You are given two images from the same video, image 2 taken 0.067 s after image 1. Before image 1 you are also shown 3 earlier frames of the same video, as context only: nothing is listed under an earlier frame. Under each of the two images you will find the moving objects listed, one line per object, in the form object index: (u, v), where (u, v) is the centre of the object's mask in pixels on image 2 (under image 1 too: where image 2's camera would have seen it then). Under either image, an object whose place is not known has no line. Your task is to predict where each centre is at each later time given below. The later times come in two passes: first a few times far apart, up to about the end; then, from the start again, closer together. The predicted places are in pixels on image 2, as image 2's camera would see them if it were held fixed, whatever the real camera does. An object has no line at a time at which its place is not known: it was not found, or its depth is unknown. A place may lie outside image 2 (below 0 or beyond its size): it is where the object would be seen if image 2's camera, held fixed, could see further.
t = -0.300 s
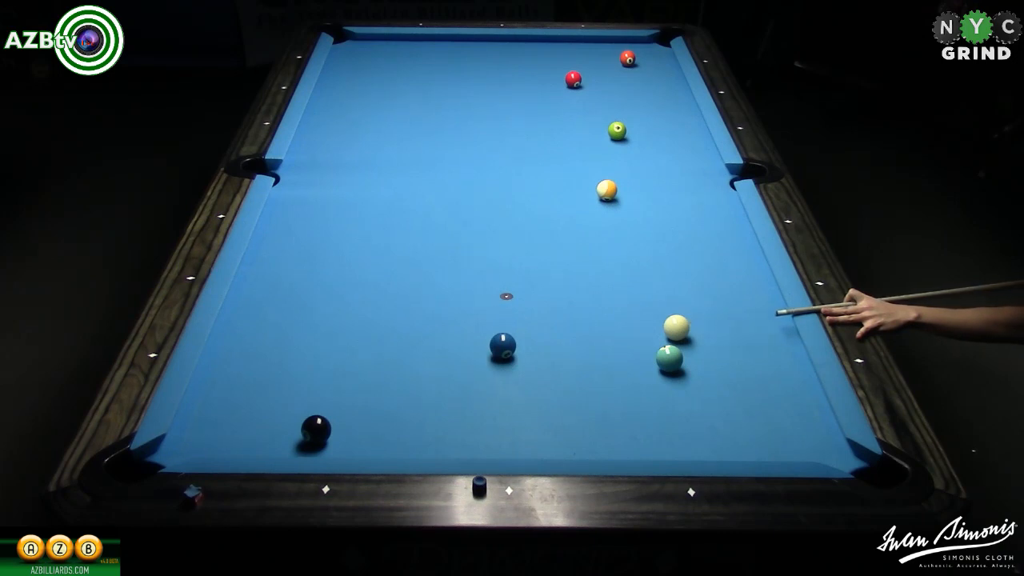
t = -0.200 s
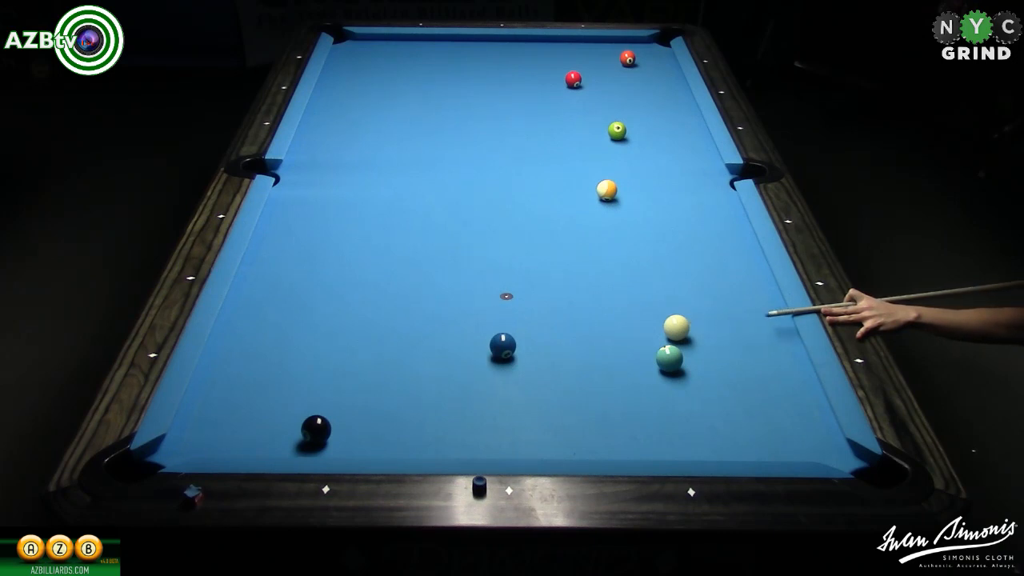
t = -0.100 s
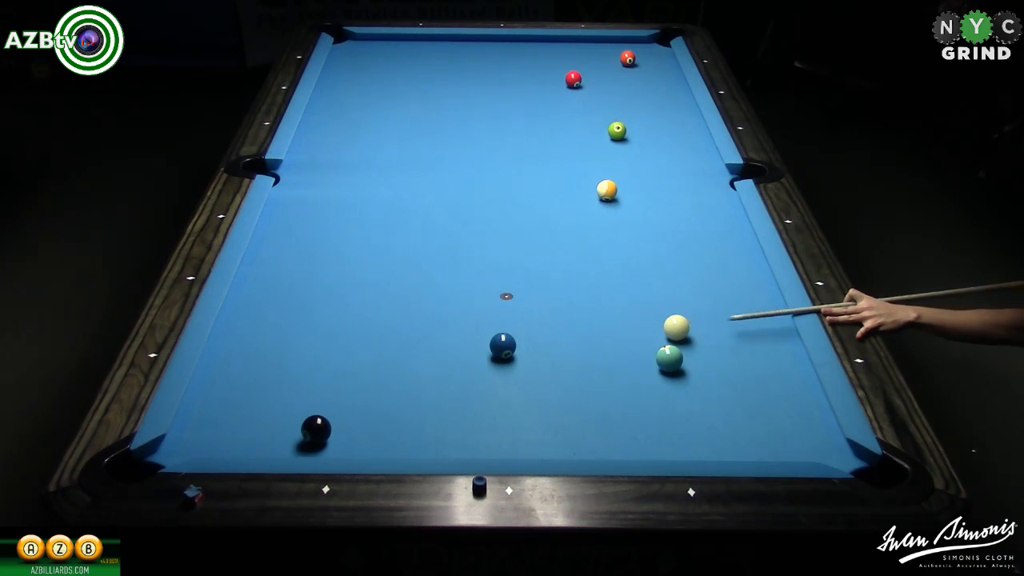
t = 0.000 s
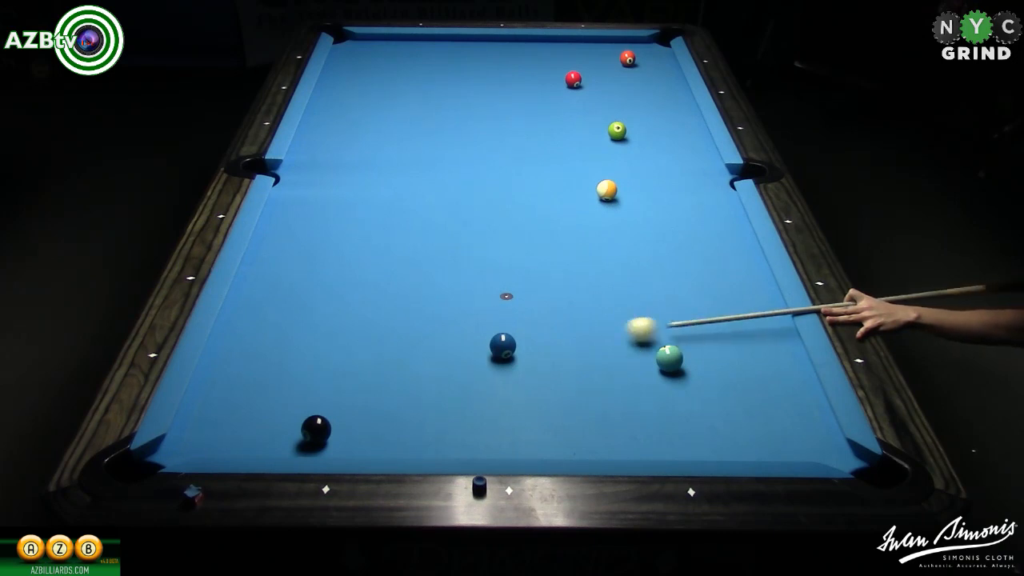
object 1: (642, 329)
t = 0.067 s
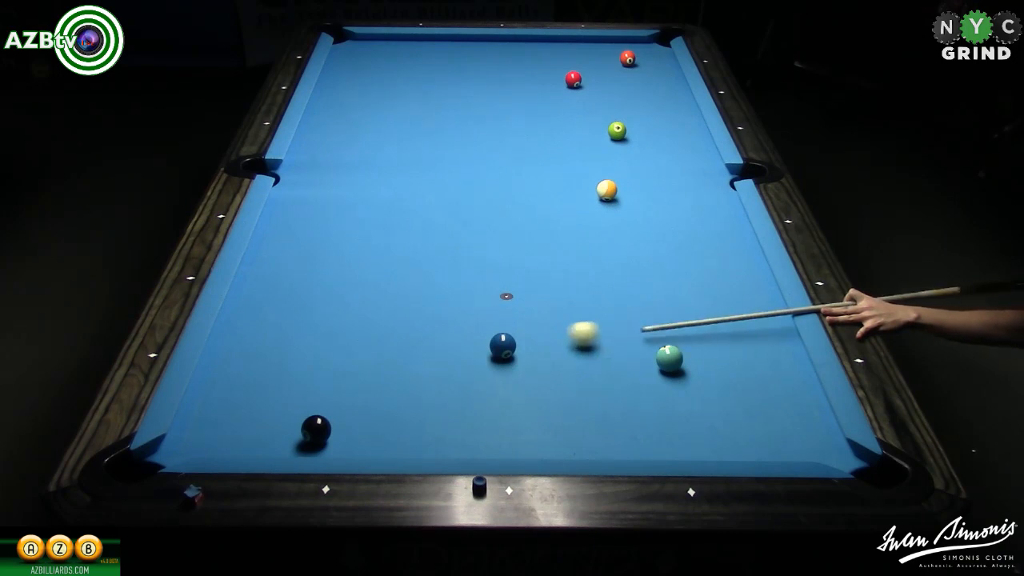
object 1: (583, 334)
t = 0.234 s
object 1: (508, 327)
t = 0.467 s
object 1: (446, 307)
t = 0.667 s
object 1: (396, 291)
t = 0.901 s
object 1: (342, 274)
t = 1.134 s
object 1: (291, 258)
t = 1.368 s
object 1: (268, 244)
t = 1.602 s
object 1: (303, 230)
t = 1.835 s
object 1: (336, 218)
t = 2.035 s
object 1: (361, 208)
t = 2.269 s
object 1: (389, 197)
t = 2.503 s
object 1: (414, 187)
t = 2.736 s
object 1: (437, 178)
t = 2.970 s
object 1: (458, 170)
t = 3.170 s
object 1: (475, 163)
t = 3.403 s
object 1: (494, 156)
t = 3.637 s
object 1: (511, 150)
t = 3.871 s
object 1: (527, 144)
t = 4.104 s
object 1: (541, 139)
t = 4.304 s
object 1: (553, 134)
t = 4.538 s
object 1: (565, 130)
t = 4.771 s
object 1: (576, 125)
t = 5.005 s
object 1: (586, 122)
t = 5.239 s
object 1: (596, 118)
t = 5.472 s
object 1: (604, 116)
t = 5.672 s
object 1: (610, 113)
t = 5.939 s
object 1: (618, 111)
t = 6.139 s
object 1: (622, 109)
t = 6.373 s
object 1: (627, 108)
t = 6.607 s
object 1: (631, 106)
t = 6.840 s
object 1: (633, 105)
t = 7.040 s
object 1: (635, 105)
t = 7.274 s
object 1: (635, 104)
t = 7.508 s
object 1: (635, 104)
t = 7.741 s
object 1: (635, 105)
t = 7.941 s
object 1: (634, 105)
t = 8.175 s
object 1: (634, 105)
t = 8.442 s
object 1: (634, 105)
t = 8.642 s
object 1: (634, 105)
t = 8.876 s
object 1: (634, 105)
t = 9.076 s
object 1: (634, 105)
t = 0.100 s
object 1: (556, 335)
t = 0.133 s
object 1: (530, 337)
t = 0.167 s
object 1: (521, 335)
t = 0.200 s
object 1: (515, 331)
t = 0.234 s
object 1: (508, 327)
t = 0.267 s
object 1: (499, 324)
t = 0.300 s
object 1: (490, 321)
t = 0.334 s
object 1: (481, 318)
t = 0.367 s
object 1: (472, 315)
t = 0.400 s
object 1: (463, 312)
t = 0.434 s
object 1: (455, 309)
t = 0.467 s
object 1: (446, 307)
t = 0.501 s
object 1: (437, 304)
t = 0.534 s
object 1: (429, 301)
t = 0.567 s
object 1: (421, 298)
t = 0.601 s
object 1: (412, 296)
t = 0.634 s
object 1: (404, 293)
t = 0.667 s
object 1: (396, 291)
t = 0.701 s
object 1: (388, 288)
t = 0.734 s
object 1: (380, 286)
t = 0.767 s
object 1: (372, 283)
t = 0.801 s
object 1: (364, 281)
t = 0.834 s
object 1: (357, 279)
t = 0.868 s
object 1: (349, 276)
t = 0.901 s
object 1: (342, 274)
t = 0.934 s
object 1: (334, 272)
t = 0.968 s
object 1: (327, 269)
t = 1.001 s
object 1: (320, 267)
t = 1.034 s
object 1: (312, 265)
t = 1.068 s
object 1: (305, 262)
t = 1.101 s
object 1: (298, 260)
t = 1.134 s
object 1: (291, 258)
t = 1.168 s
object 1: (285, 256)
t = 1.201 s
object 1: (278, 254)
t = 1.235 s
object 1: (271, 252)
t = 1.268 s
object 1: (264, 250)
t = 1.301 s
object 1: (258, 248)
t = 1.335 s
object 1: (263, 246)
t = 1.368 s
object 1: (268, 244)
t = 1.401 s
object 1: (274, 242)
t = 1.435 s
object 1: (279, 240)
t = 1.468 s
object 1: (284, 238)
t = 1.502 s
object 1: (289, 236)
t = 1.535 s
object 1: (294, 234)
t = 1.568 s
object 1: (299, 232)
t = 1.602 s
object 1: (303, 230)
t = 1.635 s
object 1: (308, 228)
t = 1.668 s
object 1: (313, 227)
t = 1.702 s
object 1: (317, 225)
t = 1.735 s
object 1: (322, 223)
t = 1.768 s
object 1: (327, 221)
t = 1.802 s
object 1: (331, 219)
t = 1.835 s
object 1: (336, 218)
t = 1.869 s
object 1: (340, 216)
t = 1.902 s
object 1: (344, 214)
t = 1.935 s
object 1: (349, 212)
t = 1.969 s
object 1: (353, 211)
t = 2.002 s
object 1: (357, 209)
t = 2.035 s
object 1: (361, 208)
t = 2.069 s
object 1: (365, 206)
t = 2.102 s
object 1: (369, 204)
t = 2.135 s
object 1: (373, 203)
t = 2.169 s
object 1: (377, 201)
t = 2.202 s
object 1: (381, 200)
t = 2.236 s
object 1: (385, 198)
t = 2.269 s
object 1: (389, 197)
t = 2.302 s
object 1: (393, 196)
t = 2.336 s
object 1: (396, 194)
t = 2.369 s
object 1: (399, 193)
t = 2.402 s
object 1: (403, 191)
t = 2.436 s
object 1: (407, 190)
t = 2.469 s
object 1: (410, 188)
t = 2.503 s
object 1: (414, 187)
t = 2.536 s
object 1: (417, 186)
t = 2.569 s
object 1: (421, 184)
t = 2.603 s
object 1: (424, 183)
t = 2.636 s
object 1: (427, 182)
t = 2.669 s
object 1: (431, 180)
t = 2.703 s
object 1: (434, 179)
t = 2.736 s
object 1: (437, 178)
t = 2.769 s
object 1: (440, 177)
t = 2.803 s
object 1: (444, 176)
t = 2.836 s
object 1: (446, 174)
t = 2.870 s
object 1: (449, 173)
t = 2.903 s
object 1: (452, 172)
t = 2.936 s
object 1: (456, 171)
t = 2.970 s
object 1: (458, 170)
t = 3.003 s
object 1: (461, 169)
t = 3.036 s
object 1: (464, 168)
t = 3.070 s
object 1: (467, 167)
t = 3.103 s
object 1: (470, 166)
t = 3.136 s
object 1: (473, 164)
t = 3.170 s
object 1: (475, 163)
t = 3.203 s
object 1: (478, 162)
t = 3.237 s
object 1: (481, 161)
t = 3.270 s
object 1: (484, 160)
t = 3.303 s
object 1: (486, 159)
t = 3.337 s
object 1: (489, 158)
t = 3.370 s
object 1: (491, 157)
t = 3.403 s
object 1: (494, 156)
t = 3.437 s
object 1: (496, 155)
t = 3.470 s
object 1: (499, 154)
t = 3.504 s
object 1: (501, 154)
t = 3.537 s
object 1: (504, 153)
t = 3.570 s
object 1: (506, 152)
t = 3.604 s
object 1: (509, 151)
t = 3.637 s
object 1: (511, 150)
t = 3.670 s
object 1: (513, 149)
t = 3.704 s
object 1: (515, 148)
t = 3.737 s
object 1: (518, 147)
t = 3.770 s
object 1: (520, 147)
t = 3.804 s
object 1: (522, 146)
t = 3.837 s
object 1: (525, 145)
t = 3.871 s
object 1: (527, 144)
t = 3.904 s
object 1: (529, 143)
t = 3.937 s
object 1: (531, 143)
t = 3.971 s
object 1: (533, 142)
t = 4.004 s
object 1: (536, 141)
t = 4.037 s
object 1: (537, 140)
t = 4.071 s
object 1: (539, 139)
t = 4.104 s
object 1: (541, 139)
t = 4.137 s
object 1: (543, 138)
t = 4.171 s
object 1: (545, 137)
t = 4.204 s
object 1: (547, 136)
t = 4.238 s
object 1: (549, 136)
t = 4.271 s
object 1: (551, 135)
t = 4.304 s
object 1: (553, 134)
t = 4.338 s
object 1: (555, 134)
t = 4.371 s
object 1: (556, 133)
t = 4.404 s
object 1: (558, 132)
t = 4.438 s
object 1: (560, 132)
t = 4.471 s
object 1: (562, 131)
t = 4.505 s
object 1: (564, 130)
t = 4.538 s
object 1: (565, 130)
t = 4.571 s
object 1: (567, 129)
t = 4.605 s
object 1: (569, 129)
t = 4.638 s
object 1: (570, 128)
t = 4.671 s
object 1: (572, 127)
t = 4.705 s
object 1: (573, 127)
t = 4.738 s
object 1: (575, 126)
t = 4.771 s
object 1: (576, 125)
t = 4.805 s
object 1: (578, 125)
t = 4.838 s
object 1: (579, 125)
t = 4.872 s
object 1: (581, 124)
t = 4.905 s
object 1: (582, 123)
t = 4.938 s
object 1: (584, 123)
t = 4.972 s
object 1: (585, 122)
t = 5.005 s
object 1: (586, 122)
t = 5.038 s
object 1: (588, 121)
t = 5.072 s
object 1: (589, 121)
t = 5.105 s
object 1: (591, 120)
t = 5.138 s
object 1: (592, 120)
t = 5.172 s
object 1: (593, 119)
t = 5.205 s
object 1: (594, 119)
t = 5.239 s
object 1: (596, 118)
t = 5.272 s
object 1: (597, 118)
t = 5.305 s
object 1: (598, 118)
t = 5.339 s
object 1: (600, 117)
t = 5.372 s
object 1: (600, 117)
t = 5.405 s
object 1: (602, 117)
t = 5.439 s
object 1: (603, 116)
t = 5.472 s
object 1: (604, 116)
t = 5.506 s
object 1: (605, 115)
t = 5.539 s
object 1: (606, 115)
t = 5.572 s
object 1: (607, 114)
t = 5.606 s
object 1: (608, 114)
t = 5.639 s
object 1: (609, 114)
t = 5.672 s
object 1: (610, 113)
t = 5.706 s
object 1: (611, 113)
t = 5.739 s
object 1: (612, 113)
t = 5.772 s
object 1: (613, 112)
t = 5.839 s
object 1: (615, 112)
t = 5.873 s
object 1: (616, 111)
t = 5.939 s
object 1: (618, 111)
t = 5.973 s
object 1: (618, 111)
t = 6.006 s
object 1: (619, 110)
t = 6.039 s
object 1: (620, 110)
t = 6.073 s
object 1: (620, 110)
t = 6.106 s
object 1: (621, 109)
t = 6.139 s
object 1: (622, 109)
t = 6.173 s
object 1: (623, 109)
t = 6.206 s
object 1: (624, 109)
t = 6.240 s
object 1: (624, 108)
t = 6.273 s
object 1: (625, 108)
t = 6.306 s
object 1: (626, 108)
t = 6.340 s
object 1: (626, 108)
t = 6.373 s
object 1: (627, 108)
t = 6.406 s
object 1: (627, 107)
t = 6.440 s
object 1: (628, 107)
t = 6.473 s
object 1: (628, 107)
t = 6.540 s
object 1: (629, 107)
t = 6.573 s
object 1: (630, 106)
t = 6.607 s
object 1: (631, 106)
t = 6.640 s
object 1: (631, 106)
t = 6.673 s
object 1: (631, 106)
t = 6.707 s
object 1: (632, 106)
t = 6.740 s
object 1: (632, 106)
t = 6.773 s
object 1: (633, 106)
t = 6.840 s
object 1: (633, 105)
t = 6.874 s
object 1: (634, 105)
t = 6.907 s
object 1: (633, 105)
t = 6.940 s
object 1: (634, 105)
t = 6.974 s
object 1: (634, 105)
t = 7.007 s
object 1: (635, 105)
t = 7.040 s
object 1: (635, 105)
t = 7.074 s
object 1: (635, 105)
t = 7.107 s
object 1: (635, 105)
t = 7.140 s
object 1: (635, 105)
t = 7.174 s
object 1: (635, 105)
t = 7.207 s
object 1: (635, 104)
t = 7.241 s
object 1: (635, 104)
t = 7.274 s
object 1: (635, 104)
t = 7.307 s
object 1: (635, 104)
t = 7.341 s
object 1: (635, 104)
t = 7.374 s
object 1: (635, 104)
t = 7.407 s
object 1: (635, 104)
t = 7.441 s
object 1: (635, 104)
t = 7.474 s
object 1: (635, 104)
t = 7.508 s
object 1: (635, 104)
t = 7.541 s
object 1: (635, 104)
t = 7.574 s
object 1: (635, 104)
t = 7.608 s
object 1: (635, 104)
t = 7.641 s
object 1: (635, 105)
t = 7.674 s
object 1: (635, 105)
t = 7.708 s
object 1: (635, 105)
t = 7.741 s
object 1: (635, 105)
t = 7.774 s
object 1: (635, 105)
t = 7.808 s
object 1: (635, 105)
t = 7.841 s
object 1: (635, 105)
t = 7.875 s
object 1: (635, 105)
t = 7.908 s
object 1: (635, 105)
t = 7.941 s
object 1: (634, 105)
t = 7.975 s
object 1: (634, 105)
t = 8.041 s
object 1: (634, 105)
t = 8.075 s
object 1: (634, 105)
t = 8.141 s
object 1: (634, 105)
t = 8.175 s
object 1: (634, 105)
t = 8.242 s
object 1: (634, 105)
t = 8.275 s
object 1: (634, 105)
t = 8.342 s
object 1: (634, 105)
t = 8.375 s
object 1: (634, 105)
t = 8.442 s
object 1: (634, 105)
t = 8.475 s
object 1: (634, 105)
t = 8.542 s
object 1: (634, 105)
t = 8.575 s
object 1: (634, 105)
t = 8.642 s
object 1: (634, 105)
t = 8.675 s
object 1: (634, 105)
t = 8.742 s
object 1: (634, 105)
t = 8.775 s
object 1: (635, 105)
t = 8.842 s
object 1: (634, 105)
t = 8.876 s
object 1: (634, 105)
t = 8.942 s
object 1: (634, 105)
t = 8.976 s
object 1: (634, 105)
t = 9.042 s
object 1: (635, 105)
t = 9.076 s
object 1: (634, 105)
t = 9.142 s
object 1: (634, 105)
